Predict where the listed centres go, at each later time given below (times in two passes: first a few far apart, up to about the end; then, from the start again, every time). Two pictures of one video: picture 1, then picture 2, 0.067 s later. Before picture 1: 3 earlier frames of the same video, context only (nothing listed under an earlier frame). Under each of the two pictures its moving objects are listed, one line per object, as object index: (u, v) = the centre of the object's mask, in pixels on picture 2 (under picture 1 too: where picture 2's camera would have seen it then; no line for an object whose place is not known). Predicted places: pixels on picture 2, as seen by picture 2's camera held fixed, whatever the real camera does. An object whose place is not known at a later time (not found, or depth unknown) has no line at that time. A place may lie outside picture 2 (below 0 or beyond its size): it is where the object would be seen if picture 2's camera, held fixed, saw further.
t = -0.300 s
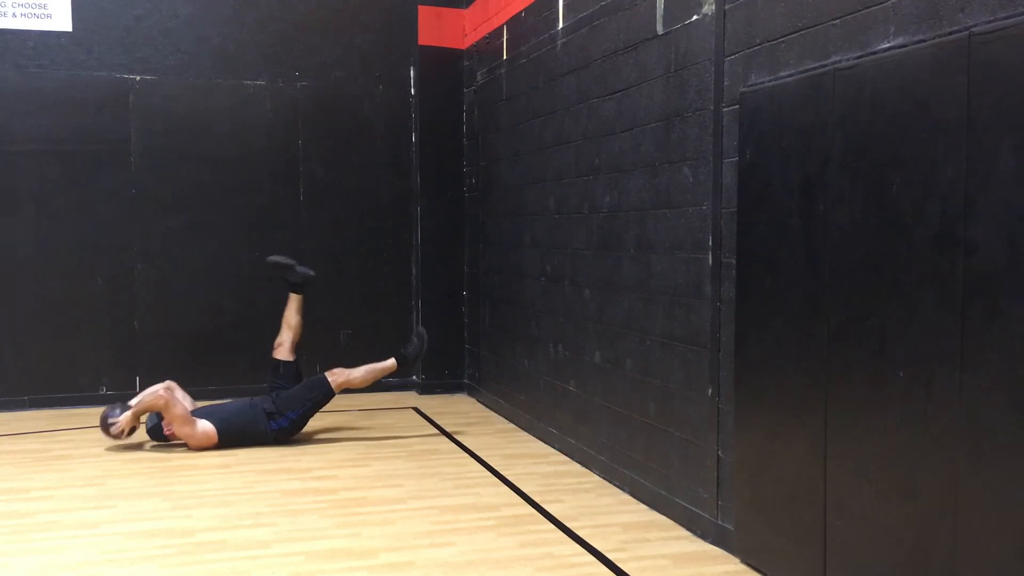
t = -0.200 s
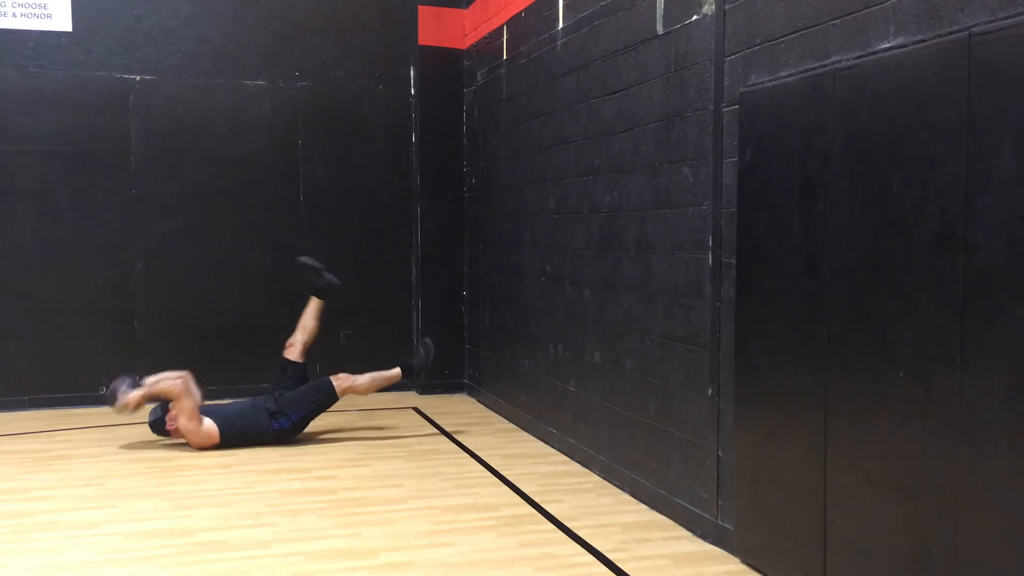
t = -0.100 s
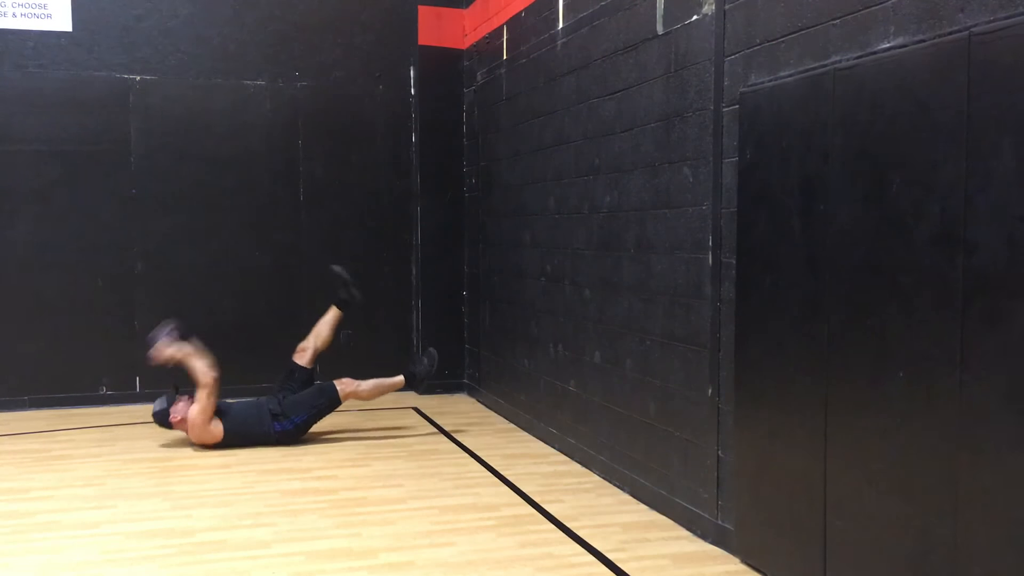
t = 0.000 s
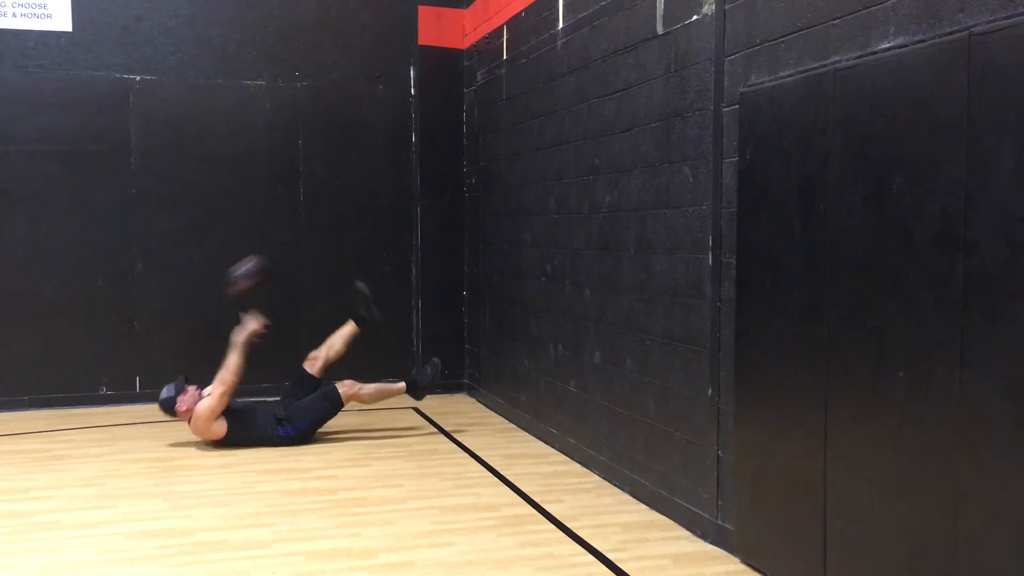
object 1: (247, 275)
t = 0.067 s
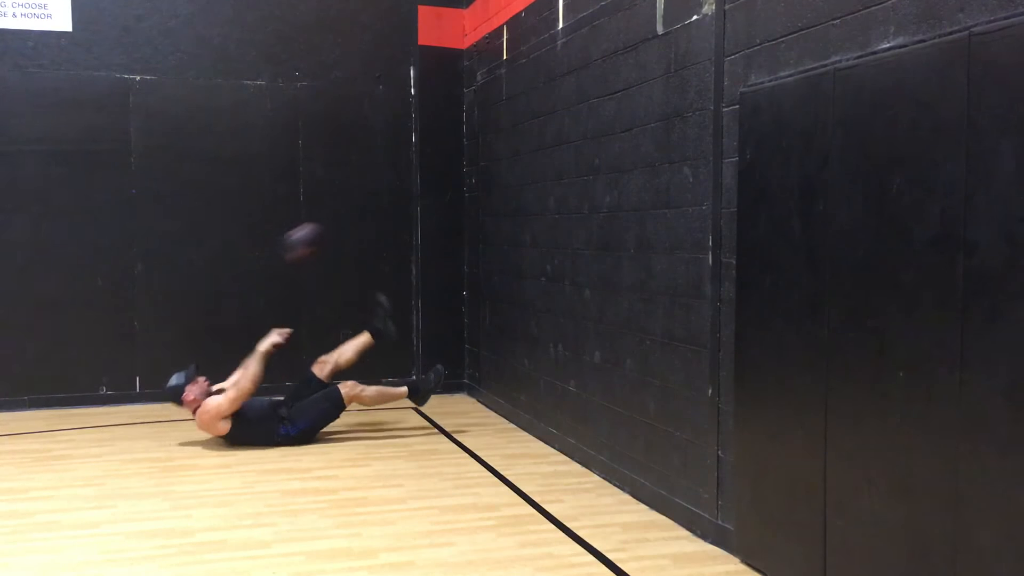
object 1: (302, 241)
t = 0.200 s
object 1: (411, 196)
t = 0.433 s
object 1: (461, 183)
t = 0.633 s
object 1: (366, 239)
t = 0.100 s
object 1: (330, 228)
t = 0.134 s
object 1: (358, 216)
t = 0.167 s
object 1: (386, 206)
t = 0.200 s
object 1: (411, 196)
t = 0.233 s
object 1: (436, 189)
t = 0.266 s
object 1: (463, 184)
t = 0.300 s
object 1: (489, 181)
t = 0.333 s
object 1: (506, 179)
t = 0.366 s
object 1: (491, 179)
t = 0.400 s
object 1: (477, 180)
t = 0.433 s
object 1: (461, 183)
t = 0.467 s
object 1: (445, 187)
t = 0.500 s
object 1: (430, 193)
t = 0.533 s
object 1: (414, 202)
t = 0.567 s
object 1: (398, 213)
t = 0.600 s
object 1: (382, 225)
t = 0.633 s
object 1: (366, 239)
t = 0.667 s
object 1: (350, 254)
